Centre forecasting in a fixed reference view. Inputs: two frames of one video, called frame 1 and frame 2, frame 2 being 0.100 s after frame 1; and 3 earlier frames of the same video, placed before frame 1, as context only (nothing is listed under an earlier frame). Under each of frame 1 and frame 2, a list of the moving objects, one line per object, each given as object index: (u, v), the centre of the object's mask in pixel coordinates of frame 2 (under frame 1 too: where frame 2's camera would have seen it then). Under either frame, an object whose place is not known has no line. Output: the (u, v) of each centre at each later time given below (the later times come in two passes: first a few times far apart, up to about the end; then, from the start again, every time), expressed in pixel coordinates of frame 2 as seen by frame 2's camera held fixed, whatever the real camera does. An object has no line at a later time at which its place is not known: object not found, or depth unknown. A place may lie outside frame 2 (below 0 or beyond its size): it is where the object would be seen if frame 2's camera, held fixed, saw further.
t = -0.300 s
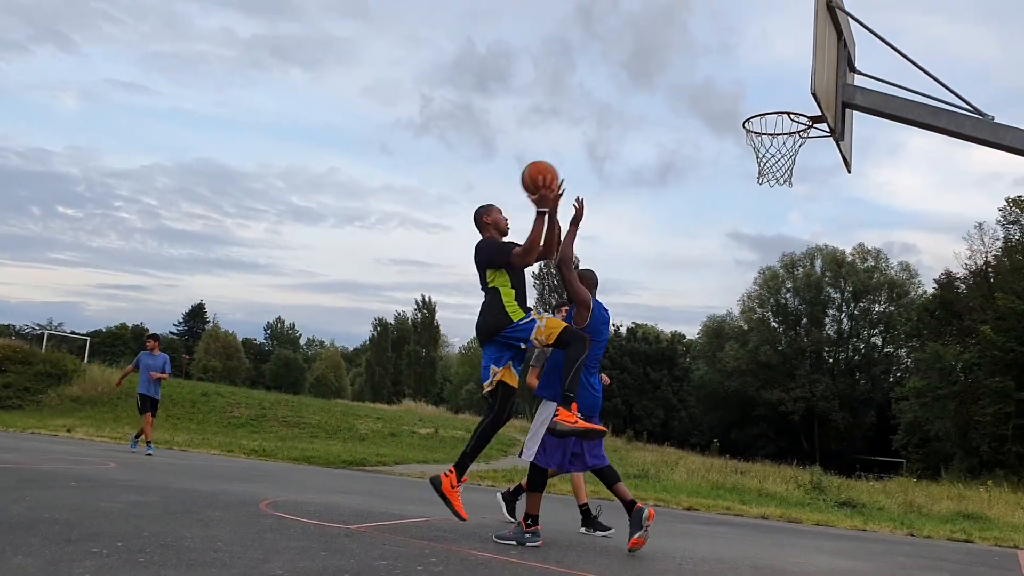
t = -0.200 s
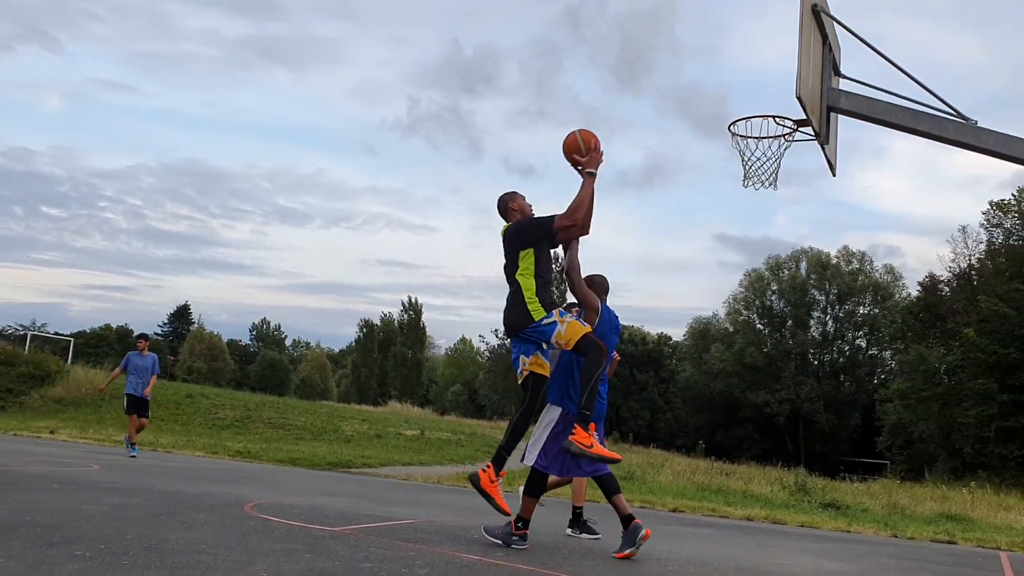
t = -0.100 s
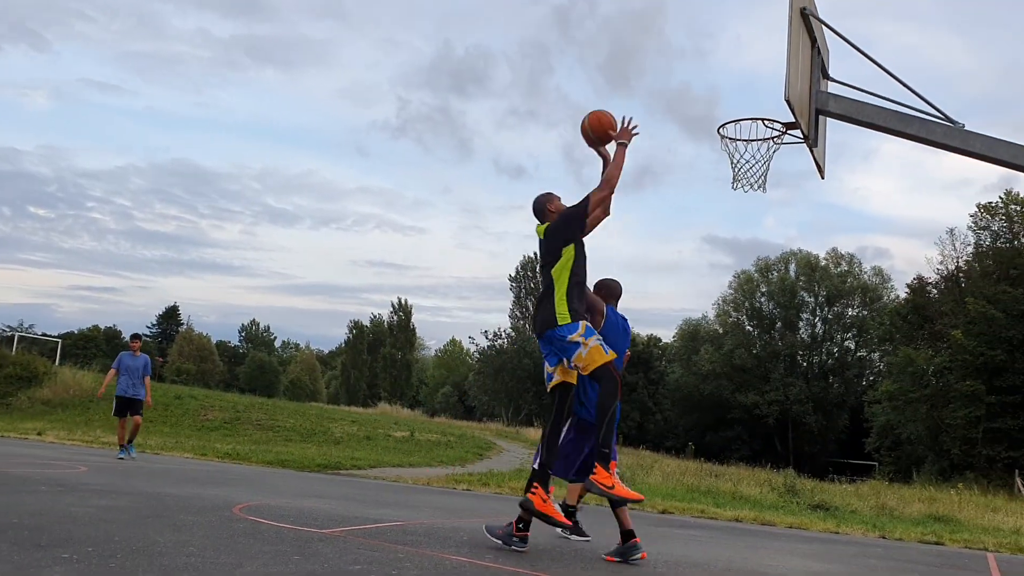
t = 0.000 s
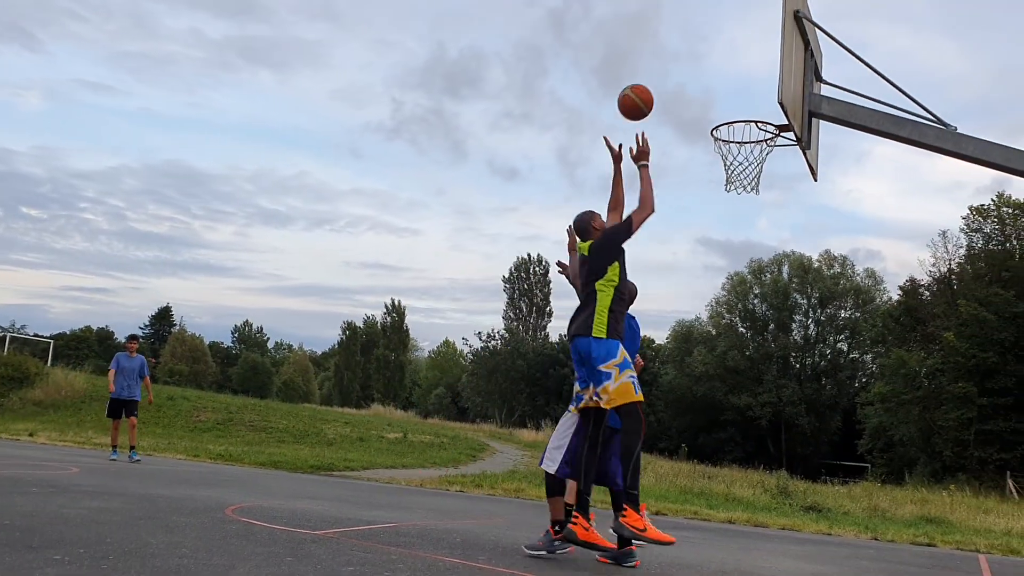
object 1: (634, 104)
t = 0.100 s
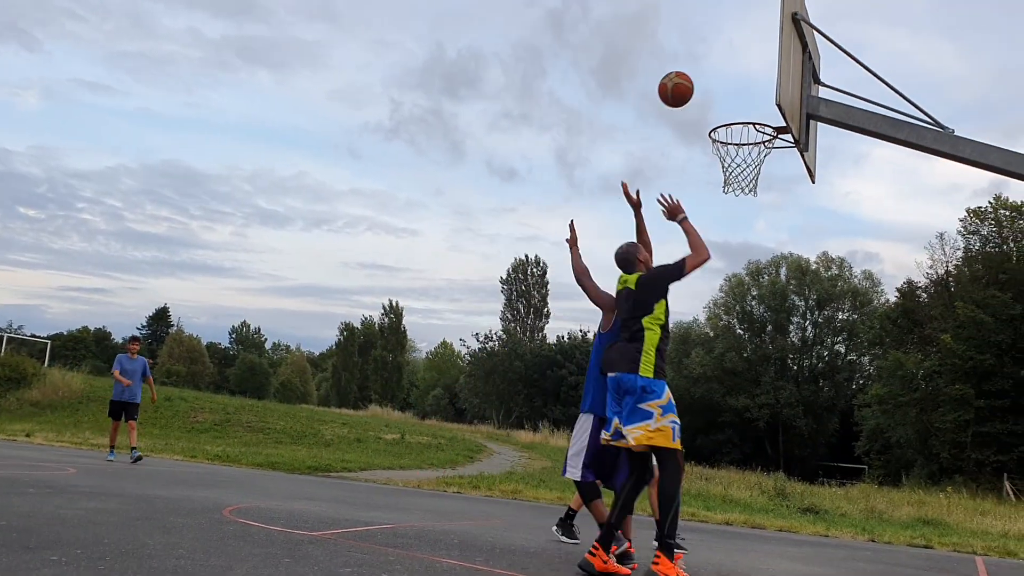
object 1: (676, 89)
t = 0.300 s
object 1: (755, 102)
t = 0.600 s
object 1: (745, 117)
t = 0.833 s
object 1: (717, 196)
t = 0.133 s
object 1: (690, 87)
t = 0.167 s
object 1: (703, 87)
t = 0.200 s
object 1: (716, 88)
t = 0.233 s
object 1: (730, 91)
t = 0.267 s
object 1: (742, 96)
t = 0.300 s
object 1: (755, 102)
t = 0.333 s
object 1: (765, 109)
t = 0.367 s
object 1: (771, 111)
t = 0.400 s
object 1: (766, 109)
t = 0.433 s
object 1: (760, 108)
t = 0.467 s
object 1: (758, 107)
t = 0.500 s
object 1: (755, 107)
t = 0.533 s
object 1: (752, 109)
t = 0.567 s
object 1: (748, 112)
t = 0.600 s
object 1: (745, 117)
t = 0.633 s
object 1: (741, 124)
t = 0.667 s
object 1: (737, 132)
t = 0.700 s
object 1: (733, 142)
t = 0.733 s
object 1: (729, 153)
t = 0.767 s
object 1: (725, 166)
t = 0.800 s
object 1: (721, 180)
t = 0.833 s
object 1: (717, 196)
